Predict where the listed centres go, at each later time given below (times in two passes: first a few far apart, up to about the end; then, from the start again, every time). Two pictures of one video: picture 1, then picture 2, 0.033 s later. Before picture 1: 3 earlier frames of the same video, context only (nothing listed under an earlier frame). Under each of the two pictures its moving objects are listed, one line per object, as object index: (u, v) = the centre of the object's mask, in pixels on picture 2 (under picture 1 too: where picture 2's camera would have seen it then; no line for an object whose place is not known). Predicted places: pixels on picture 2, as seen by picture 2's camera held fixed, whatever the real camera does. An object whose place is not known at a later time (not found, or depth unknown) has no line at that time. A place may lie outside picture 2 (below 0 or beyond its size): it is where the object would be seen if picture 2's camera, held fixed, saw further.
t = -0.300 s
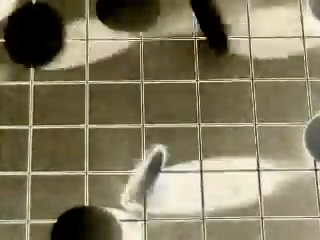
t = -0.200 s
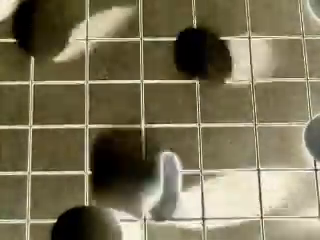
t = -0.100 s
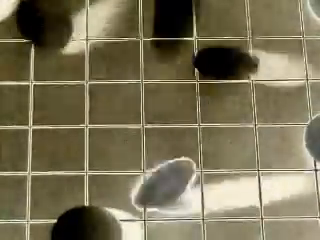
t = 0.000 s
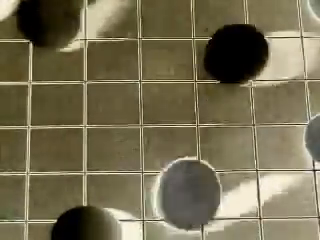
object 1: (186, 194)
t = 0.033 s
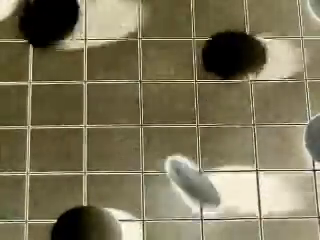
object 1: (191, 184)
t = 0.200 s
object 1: (203, 169)
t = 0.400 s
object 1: (194, 152)
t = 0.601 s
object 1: (190, 138)
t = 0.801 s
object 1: (180, 134)
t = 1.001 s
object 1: (173, 142)
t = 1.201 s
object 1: (177, 149)
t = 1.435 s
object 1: (183, 156)
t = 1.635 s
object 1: (182, 163)
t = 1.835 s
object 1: (182, 163)
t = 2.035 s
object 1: (182, 163)
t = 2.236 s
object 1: (182, 163)
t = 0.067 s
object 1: (188, 175)
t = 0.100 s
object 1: (186, 181)
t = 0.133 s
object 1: (187, 178)
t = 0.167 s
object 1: (197, 178)
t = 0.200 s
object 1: (203, 169)
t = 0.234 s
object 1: (199, 165)
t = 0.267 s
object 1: (192, 162)
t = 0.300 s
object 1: (197, 164)
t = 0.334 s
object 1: (204, 160)
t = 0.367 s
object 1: (200, 153)
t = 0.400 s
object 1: (194, 152)
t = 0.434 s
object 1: (199, 153)
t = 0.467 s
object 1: (199, 146)
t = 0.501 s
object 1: (193, 142)
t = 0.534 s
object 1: (195, 144)
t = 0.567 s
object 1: (196, 139)
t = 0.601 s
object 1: (190, 138)
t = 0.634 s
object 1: (191, 139)
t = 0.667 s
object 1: (190, 137)
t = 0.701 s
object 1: (185, 135)
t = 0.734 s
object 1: (186, 135)
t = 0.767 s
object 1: (181, 135)
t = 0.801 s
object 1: (180, 134)
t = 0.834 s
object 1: (179, 134)
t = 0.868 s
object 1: (175, 136)
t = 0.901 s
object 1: (176, 136)
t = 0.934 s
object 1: (173, 138)
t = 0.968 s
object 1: (174, 138)
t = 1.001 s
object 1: (173, 142)
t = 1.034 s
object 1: (173, 142)
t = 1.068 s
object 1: (173, 144)
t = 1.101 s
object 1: (174, 145)
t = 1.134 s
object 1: (174, 146)
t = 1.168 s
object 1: (176, 147)
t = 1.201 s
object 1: (177, 149)
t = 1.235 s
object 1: (177, 149)
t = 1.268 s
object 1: (178, 152)
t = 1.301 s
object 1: (179, 152)
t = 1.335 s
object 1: (180, 154)
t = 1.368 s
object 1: (182, 154)
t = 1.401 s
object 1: (182, 156)
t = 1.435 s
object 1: (183, 156)
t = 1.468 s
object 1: (184, 158)
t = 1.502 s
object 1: (184, 159)
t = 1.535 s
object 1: (184, 160)
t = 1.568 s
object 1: (184, 162)
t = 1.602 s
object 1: (183, 162)
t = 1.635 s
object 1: (182, 163)
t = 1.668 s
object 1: (182, 164)
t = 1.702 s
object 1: (181, 163)
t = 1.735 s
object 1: (181, 163)
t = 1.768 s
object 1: (181, 162)
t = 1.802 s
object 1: (182, 162)
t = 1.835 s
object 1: (182, 163)
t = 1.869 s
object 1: (182, 163)
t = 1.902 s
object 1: (182, 163)
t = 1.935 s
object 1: (182, 163)
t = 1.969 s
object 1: (182, 163)
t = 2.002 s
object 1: (182, 163)
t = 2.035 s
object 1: (182, 163)
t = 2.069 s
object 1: (182, 163)
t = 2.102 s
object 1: (182, 163)
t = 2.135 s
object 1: (182, 163)
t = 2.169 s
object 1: (182, 163)
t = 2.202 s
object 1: (182, 163)
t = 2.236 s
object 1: (182, 163)
